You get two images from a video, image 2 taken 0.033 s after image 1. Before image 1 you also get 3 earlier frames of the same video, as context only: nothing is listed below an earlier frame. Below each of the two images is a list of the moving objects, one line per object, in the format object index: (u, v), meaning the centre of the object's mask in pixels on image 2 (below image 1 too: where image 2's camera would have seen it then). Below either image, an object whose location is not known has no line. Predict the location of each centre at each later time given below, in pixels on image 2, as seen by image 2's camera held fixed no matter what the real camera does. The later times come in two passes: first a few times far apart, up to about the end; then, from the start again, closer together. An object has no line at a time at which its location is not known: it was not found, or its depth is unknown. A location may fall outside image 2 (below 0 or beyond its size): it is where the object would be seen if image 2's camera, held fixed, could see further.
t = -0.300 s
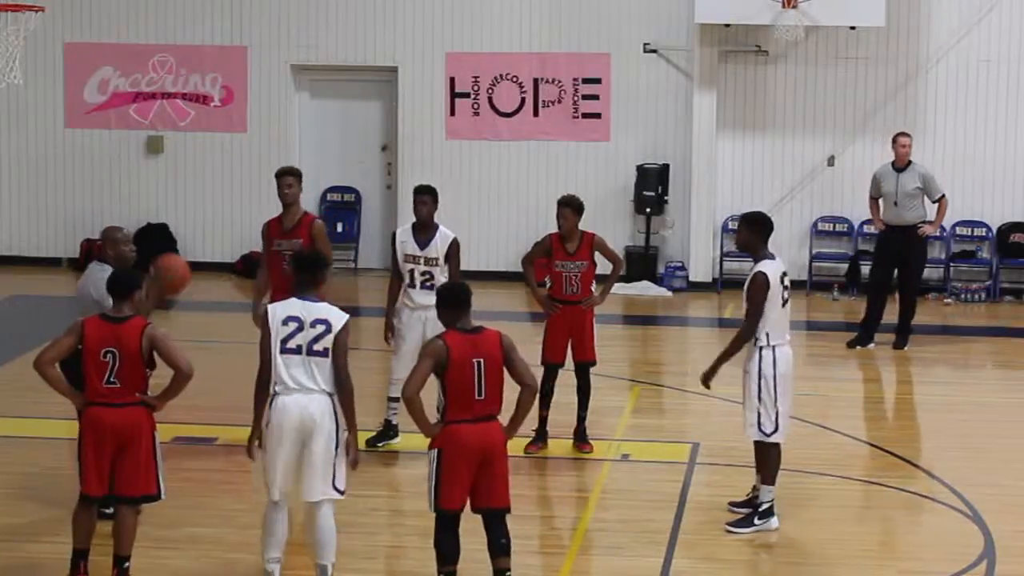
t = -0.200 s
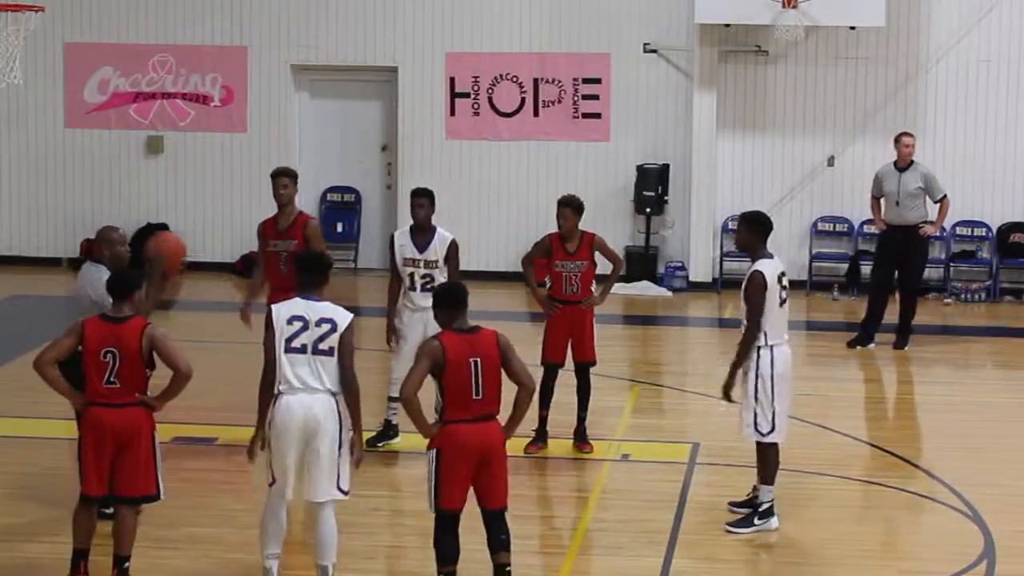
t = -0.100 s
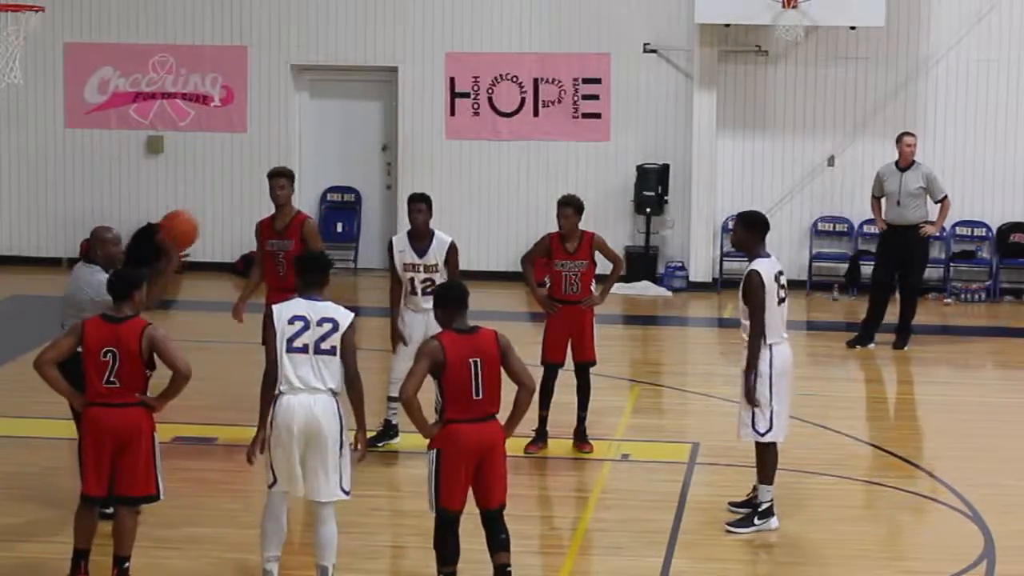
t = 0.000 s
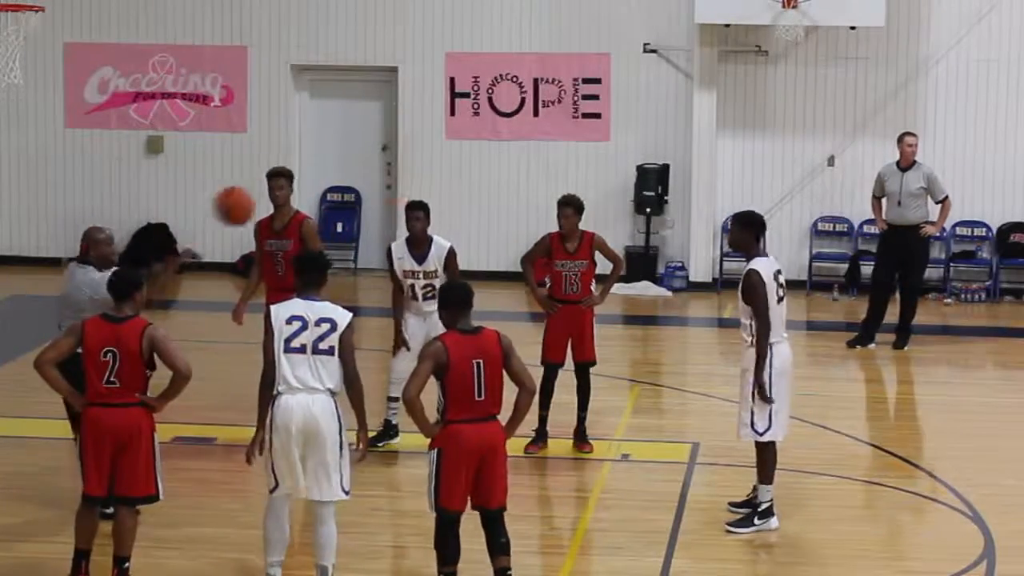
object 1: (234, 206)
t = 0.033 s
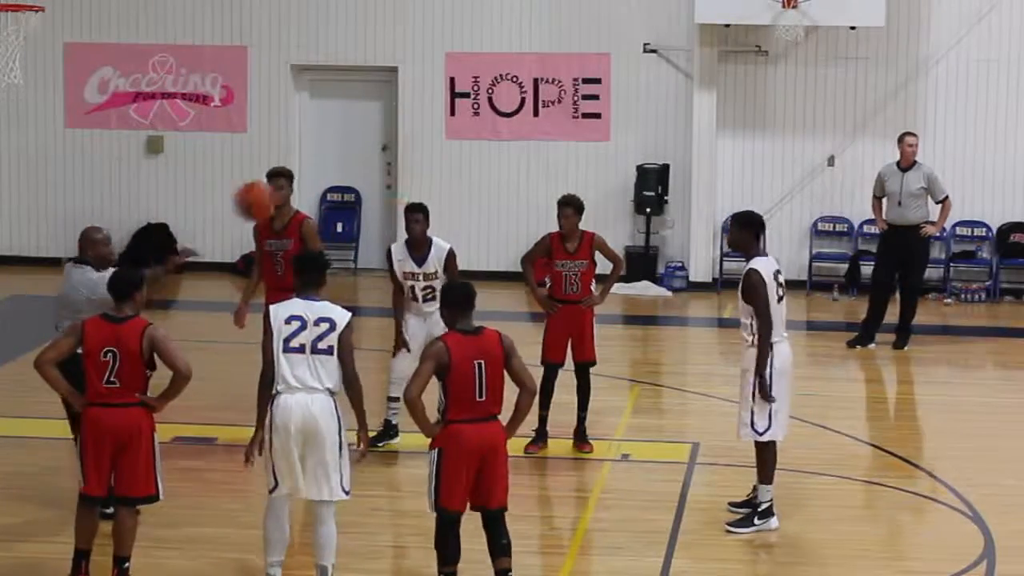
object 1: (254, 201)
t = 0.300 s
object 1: (423, 225)
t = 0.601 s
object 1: (601, 393)
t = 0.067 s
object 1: (276, 198)
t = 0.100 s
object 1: (298, 198)
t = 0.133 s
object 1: (318, 198)
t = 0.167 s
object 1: (338, 200)
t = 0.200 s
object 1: (359, 204)
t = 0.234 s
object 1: (379, 210)
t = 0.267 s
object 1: (401, 219)
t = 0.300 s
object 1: (423, 225)
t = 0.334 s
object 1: (441, 238)
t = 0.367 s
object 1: (461, 251)
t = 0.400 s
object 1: (481, 265)
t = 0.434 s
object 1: (505, 280)
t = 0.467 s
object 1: (520, 301)
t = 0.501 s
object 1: (543, 324)
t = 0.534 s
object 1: (559, 341)
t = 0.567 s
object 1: (580, 367)
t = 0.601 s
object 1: (601, 393)
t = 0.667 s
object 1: (635, 447)
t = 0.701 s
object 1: (655, 478)
